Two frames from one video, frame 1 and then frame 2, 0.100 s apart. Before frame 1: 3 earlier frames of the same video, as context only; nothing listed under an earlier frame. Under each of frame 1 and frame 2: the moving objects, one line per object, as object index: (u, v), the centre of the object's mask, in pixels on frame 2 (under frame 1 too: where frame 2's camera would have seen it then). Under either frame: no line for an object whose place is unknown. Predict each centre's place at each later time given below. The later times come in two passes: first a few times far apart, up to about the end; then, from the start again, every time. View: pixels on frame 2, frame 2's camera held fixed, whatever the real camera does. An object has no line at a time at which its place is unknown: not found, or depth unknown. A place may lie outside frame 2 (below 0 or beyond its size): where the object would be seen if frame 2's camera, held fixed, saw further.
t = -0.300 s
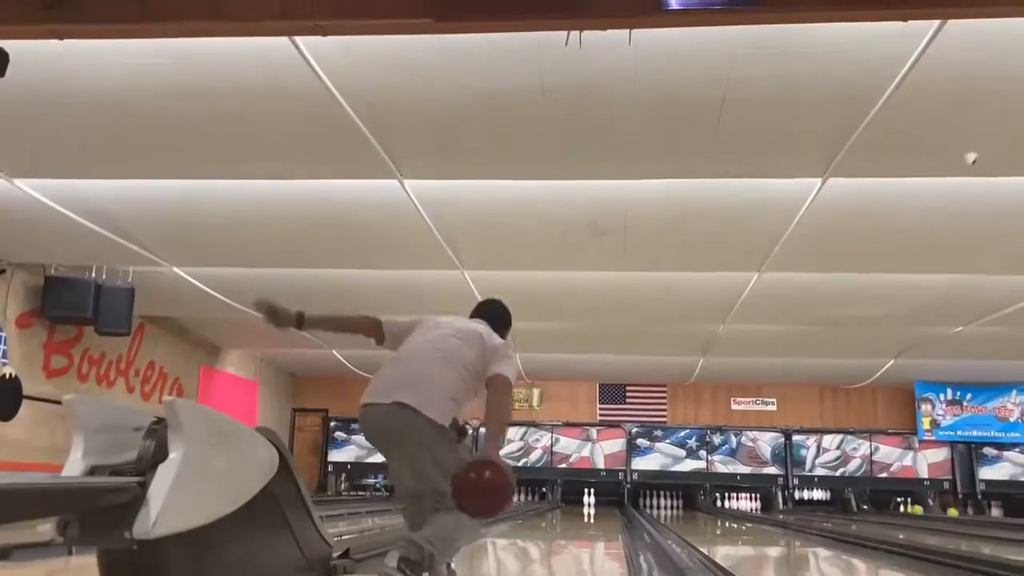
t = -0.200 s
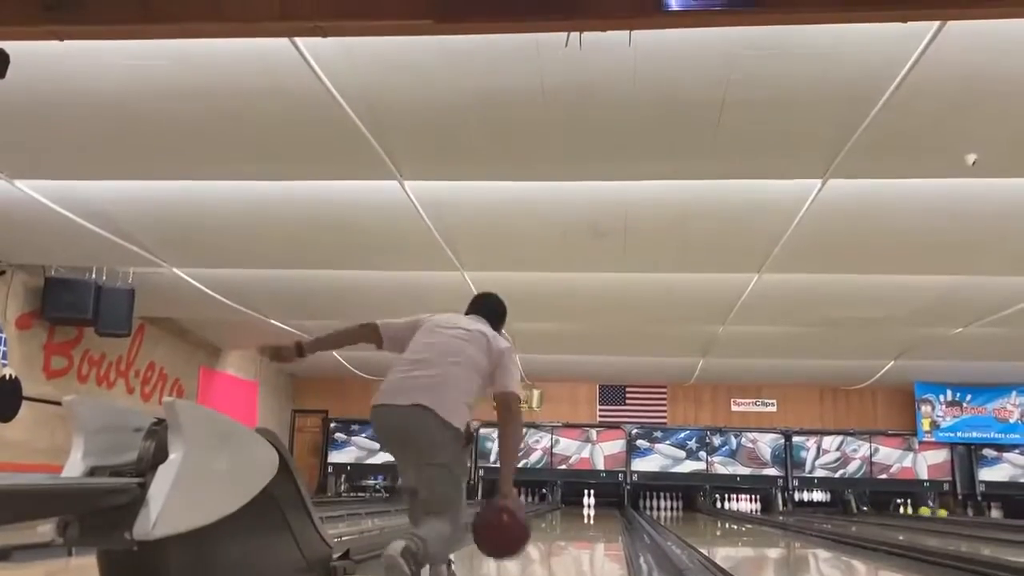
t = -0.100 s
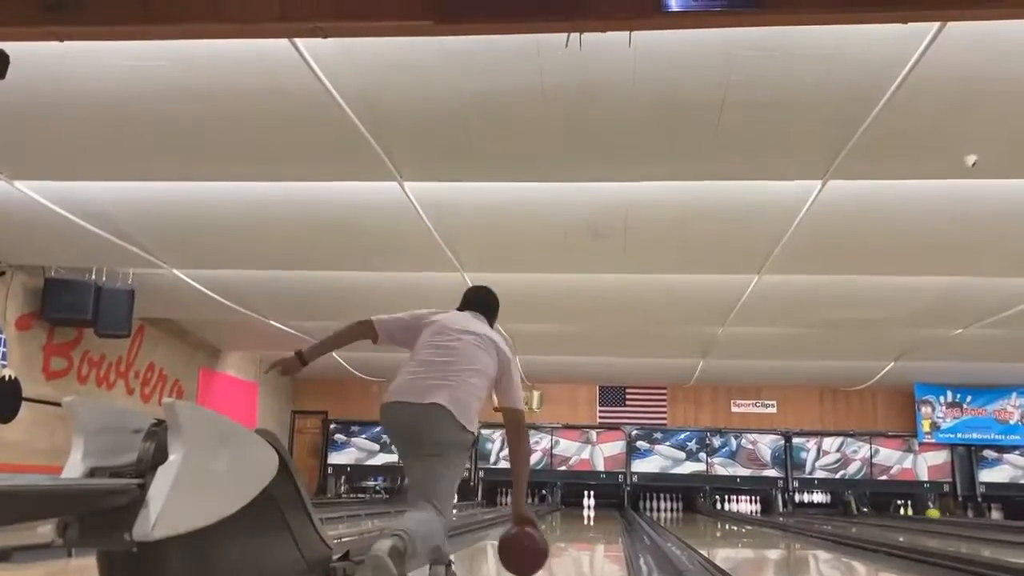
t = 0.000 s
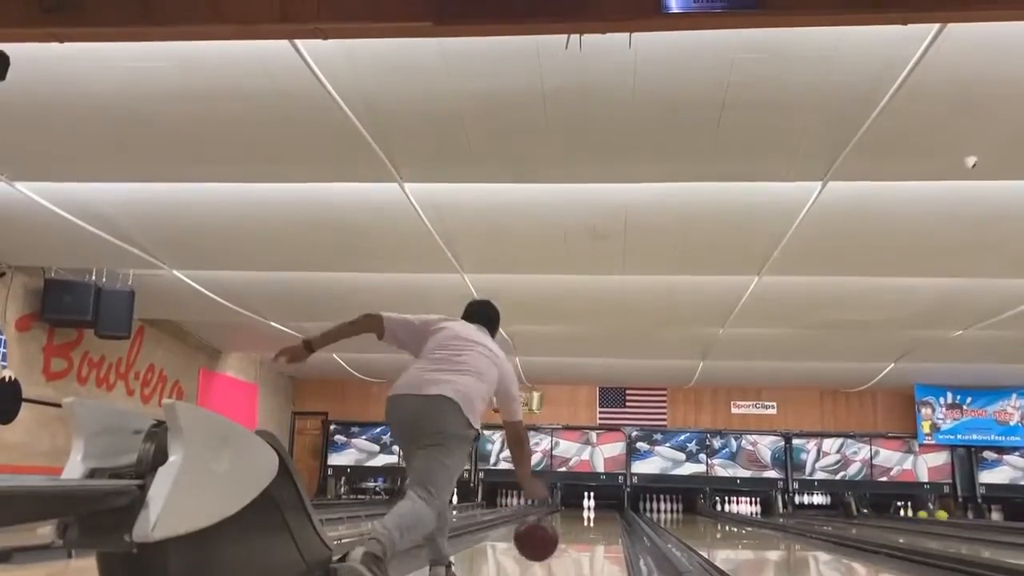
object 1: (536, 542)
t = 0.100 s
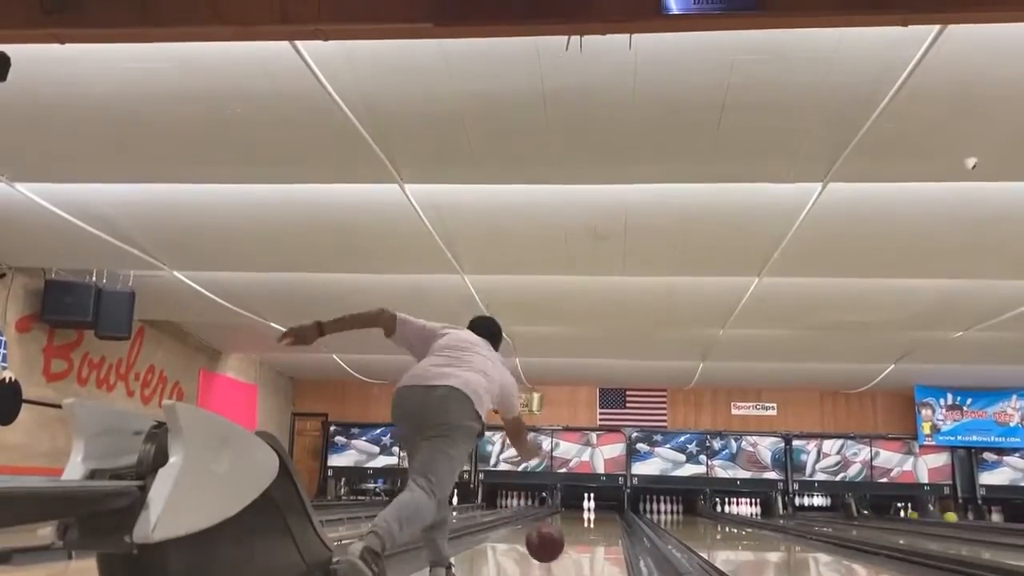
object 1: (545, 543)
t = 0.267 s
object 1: (555, 539)
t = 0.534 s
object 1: (564, 529)
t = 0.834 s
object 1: (572, 521)
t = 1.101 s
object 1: (576, 517)
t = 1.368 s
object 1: (580, 515)
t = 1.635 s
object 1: (583, 512)
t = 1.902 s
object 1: (584, 510)
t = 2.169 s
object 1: (585, 509)
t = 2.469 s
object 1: (586, 508)
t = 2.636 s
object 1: (587, 507)
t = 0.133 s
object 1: (547, 545)
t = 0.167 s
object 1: (549, 542)
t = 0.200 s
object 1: (551, 541)
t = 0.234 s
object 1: (553, 540)
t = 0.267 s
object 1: (555, 539)
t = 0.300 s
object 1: (556, 537)
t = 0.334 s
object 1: (558, 536)
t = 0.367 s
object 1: (559, 534)
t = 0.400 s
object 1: (560, 533)
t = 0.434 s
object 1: (562, 532)
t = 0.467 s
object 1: (563, 530)
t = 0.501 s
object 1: (563, 528)
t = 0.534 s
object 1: (564, 529)
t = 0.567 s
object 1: (565, 527)
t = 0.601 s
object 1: (566, 527)
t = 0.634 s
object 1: (567, 525)
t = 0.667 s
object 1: (568, 524)
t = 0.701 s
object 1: (570, 524)
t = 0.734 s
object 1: (571, 523)
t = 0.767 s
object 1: (571, 522)
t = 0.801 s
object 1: (571, 521)
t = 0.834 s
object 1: (572, 521)
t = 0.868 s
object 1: (572, 520)
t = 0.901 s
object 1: (573, 520)
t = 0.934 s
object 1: (573, 519)
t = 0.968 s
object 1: (573, 519)
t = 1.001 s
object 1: (573, 519)
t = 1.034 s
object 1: (576, 518)
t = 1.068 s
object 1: (576, 518)
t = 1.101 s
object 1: (576, 517)
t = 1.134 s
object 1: (577, 517)
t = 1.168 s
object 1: (578, 517)
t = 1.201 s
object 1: (578, 516)
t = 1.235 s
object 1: (579, 516)
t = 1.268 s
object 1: (579, 516)
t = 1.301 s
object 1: (580, 516)
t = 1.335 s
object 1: (579, 516)
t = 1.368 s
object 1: (580, 515)
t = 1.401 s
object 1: (581, 515)
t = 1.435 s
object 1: (581, 515)
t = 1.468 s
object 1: (581, 514)
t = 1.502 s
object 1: (581, 514)
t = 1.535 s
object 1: (581, 514)
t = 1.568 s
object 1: (581, 513)
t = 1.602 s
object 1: (582, 513)
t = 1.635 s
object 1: (583, 512)
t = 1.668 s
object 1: (583, 512)
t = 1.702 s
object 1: (583, 511)
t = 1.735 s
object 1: (583, 511)
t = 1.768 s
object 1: (583, 511)
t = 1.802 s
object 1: (583, 511)
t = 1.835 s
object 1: (584, 510)
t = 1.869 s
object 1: (584, 510)
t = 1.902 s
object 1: (584, 510)
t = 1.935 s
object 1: (585, 510)
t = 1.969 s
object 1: (585, 509)
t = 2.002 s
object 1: (584, 510)
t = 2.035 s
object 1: (585, 509)
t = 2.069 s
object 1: (586, 509)
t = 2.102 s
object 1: (586, 508)
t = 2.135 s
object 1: (585, 509)
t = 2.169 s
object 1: (585, 509)
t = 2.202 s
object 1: (585, 509)
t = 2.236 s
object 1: (585, 509)
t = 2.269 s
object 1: (586, 509)
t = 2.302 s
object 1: (586, 508)
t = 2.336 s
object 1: (586, 508)
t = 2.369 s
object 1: (586, 508)
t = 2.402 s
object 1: (586, 508)
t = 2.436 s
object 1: (586, 508)
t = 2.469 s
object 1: (586, 508)
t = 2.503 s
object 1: (586, 508)
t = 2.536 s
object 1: (586, 508)
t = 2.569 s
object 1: (586, 508)
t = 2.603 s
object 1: (587, 508)
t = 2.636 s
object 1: (587, 507)
